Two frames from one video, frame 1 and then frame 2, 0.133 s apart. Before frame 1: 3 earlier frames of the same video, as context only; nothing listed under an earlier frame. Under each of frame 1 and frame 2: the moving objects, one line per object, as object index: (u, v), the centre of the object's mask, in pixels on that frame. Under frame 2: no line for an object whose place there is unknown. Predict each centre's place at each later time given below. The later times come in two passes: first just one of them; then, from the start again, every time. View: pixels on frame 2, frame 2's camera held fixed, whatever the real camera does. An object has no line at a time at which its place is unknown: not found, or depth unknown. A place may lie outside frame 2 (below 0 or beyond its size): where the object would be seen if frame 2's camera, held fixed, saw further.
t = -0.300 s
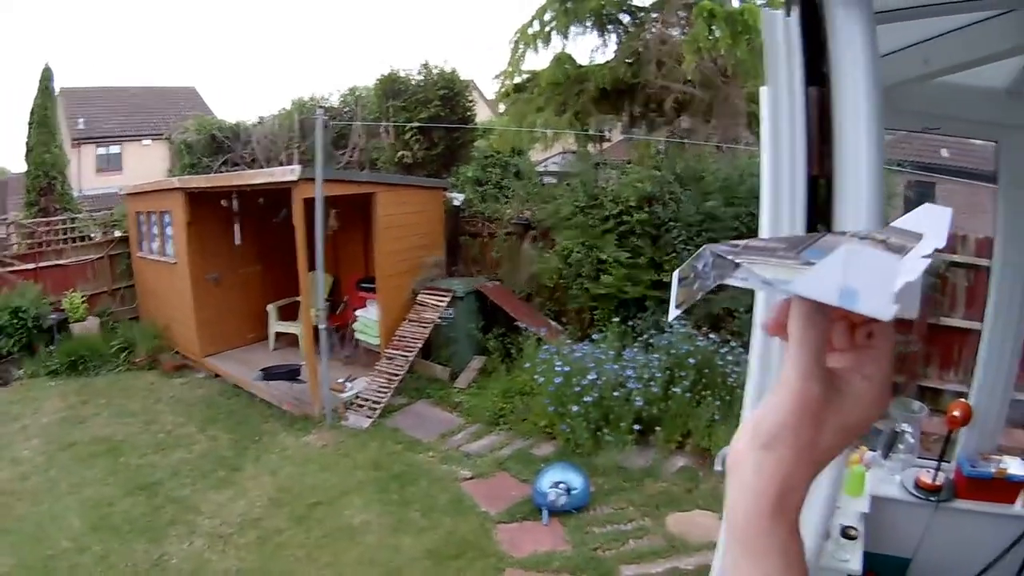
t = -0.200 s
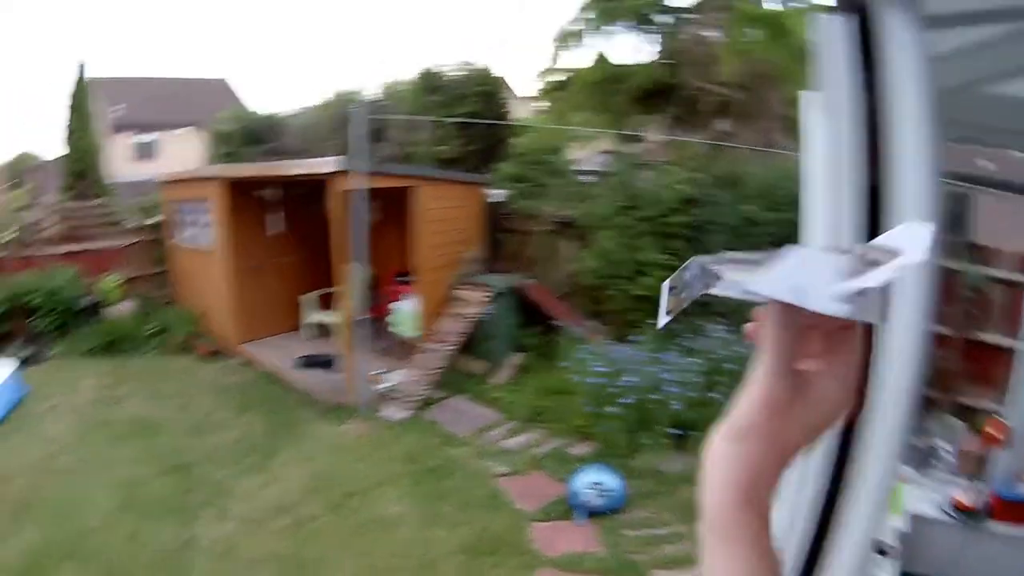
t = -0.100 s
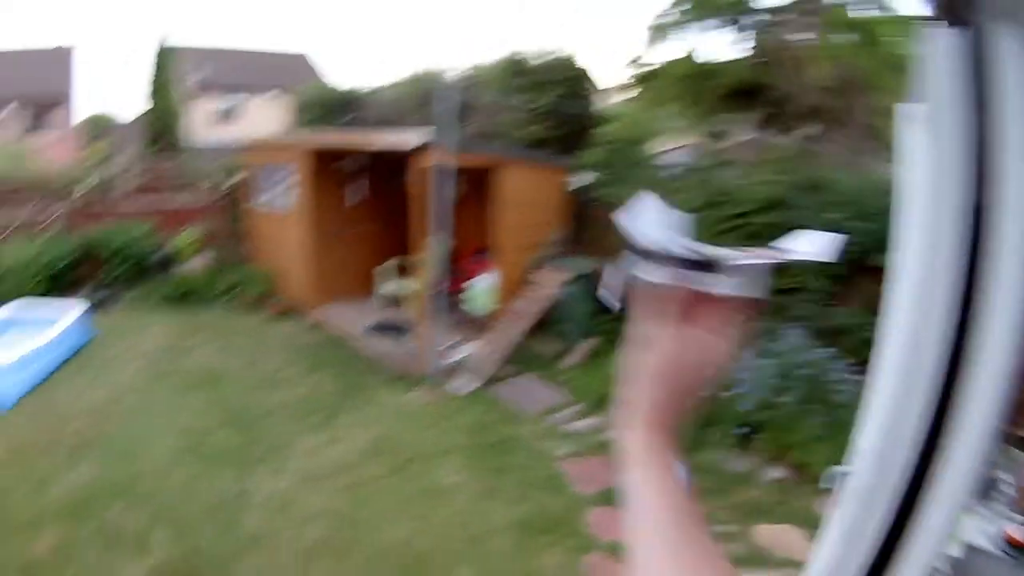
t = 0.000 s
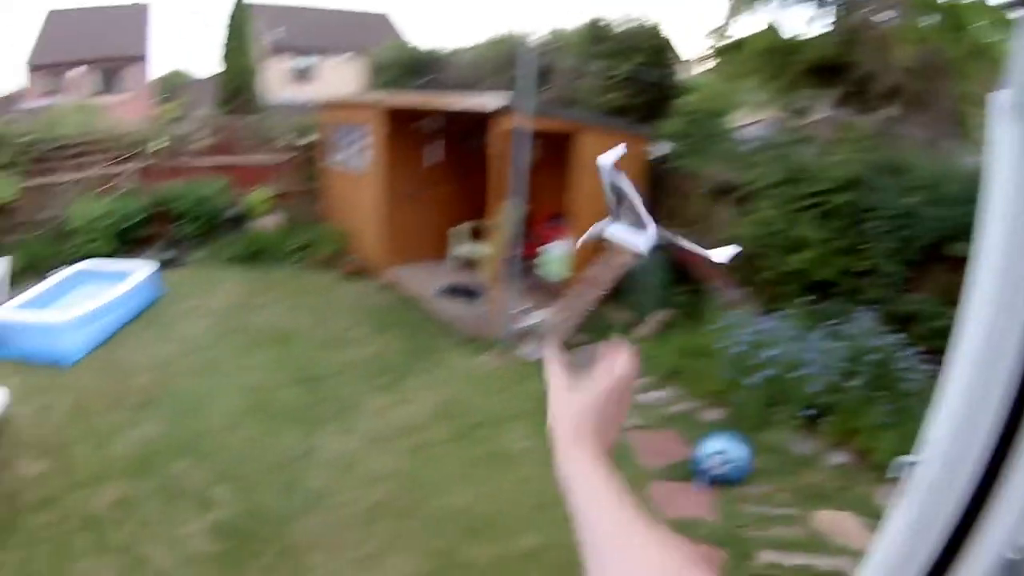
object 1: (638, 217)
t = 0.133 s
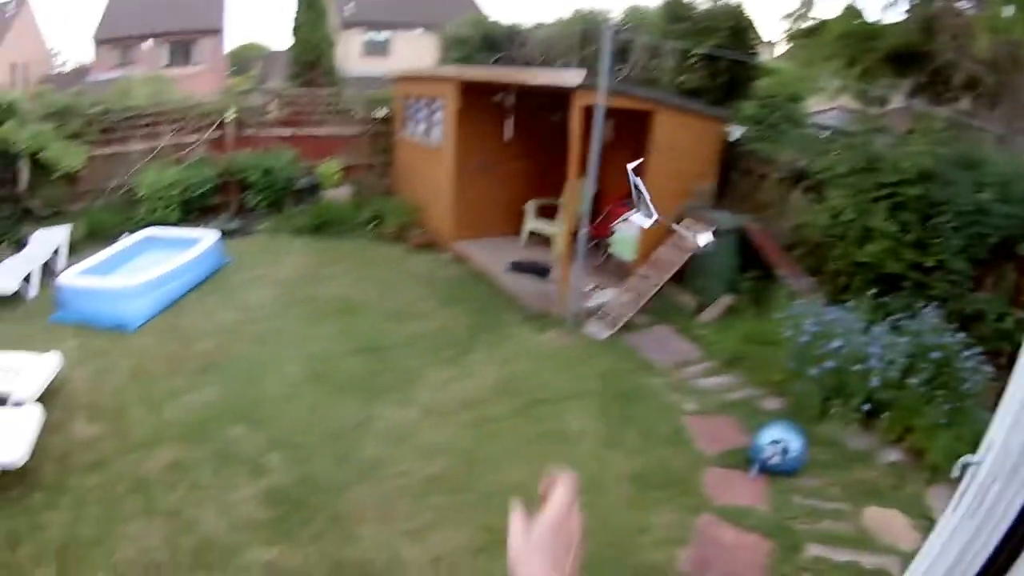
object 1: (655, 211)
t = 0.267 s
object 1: (640, 218)
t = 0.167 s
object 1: (650, 216)
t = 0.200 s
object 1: (651, 220)
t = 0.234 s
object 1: (646, 217)
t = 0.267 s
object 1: (640, 218)
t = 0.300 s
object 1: (634, 219)
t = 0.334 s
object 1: (629, 219)
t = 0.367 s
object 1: (618, 219)
